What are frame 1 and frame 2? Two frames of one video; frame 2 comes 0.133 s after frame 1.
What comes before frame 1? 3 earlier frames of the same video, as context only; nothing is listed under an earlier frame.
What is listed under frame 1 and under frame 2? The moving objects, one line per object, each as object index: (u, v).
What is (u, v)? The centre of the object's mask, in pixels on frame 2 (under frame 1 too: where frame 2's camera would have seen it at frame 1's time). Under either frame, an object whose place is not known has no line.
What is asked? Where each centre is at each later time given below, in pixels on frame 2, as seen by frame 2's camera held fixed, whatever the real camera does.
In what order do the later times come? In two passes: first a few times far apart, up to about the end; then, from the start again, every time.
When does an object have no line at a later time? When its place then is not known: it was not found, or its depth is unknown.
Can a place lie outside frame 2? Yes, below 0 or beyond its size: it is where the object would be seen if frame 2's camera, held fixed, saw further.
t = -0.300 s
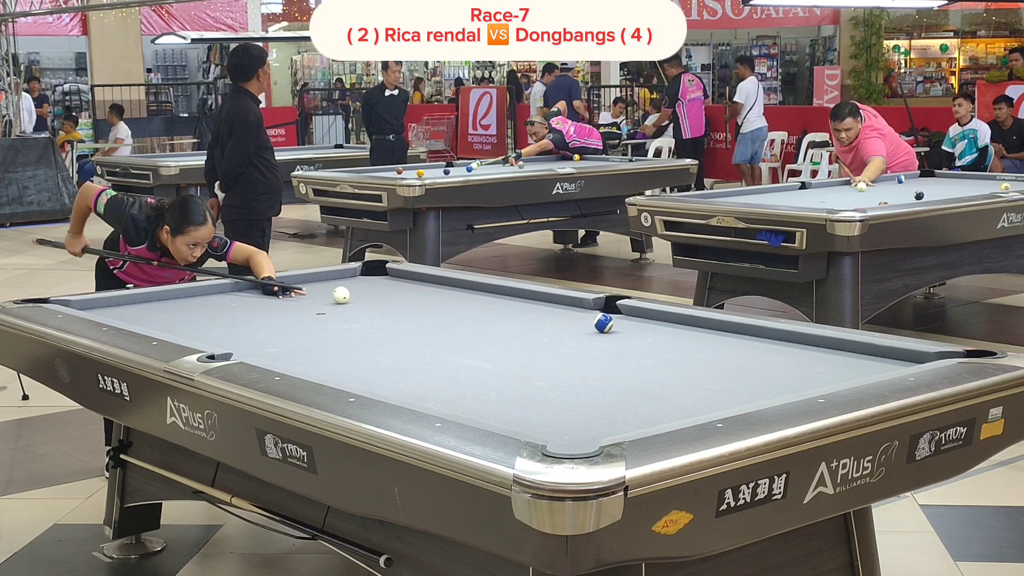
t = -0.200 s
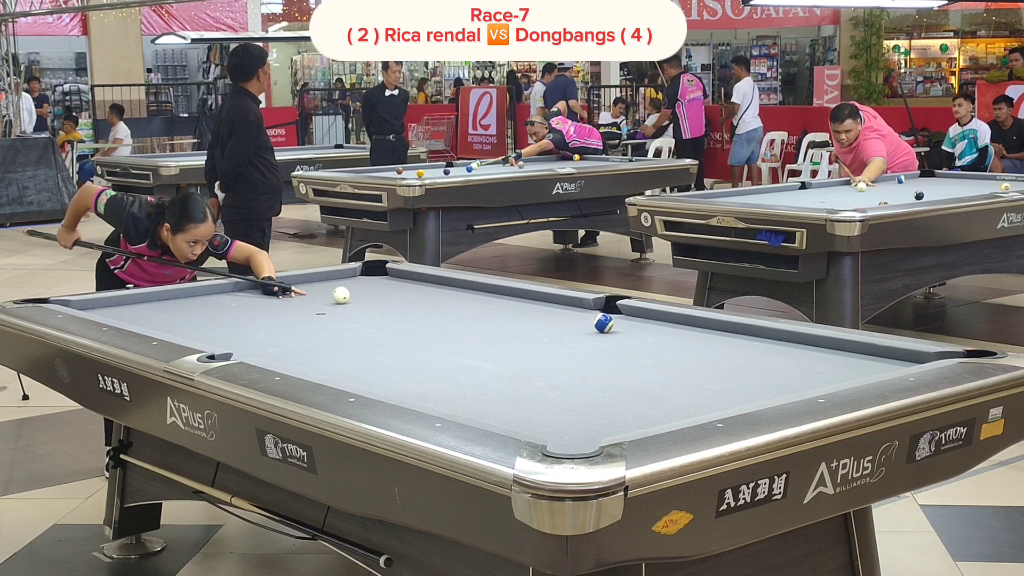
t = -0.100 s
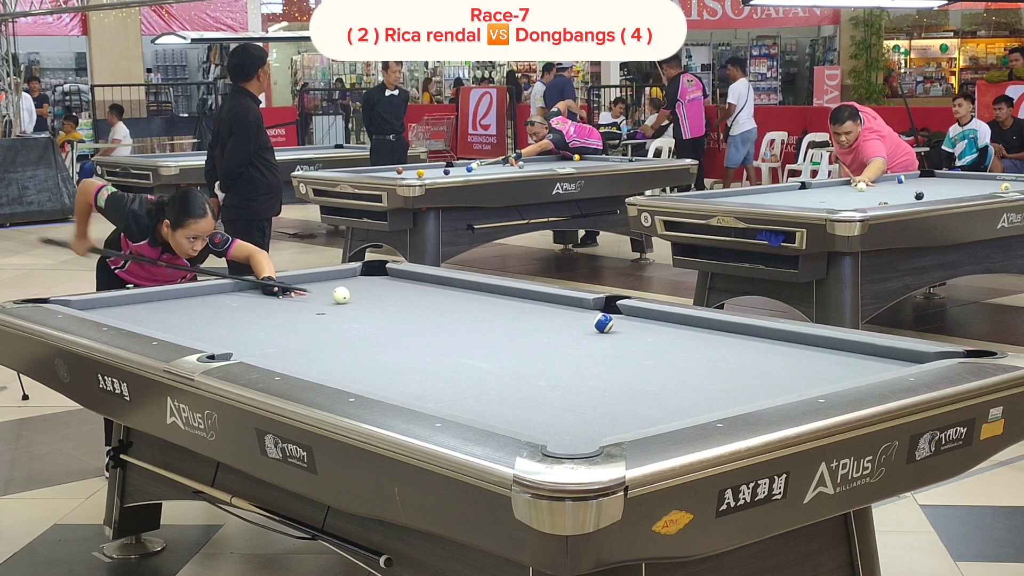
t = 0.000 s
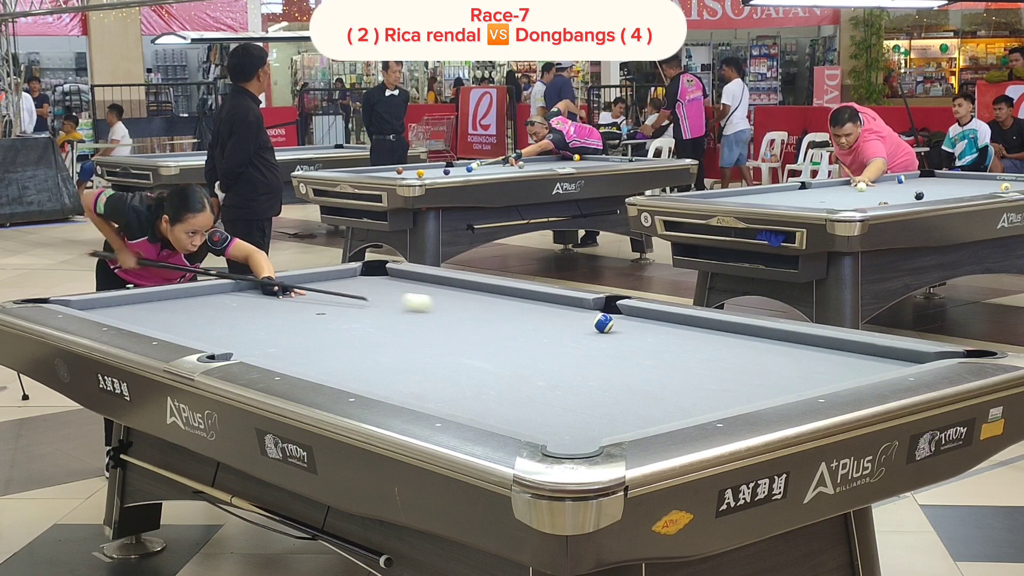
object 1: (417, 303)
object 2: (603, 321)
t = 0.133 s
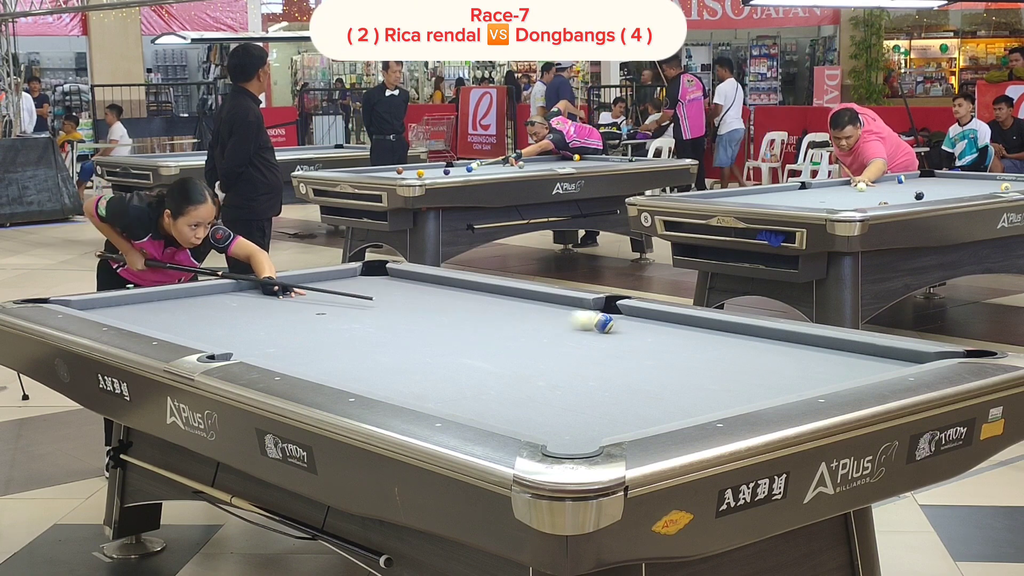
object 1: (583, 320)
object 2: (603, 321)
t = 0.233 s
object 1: (601, 319)
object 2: (730, 338)
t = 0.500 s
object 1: (658, 320)
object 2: (857, 352)
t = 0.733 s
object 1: (693, 323)
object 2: (726, 349)
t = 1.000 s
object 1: (705, 329)
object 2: (608, 342)
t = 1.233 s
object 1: (714, 334)
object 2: (512, 337)
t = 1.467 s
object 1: (722, 339)
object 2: (423, 333)
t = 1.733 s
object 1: (732, 345)
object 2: (328, 329)
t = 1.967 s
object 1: (740, 350)
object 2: (248, 325)
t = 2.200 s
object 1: (747, 355)
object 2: (176, 323)
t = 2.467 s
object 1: (755, 360)
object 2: (111, 314)
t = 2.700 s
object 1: (761, 364)
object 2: (111, 310)
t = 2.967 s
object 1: (768, 369)
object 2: (111, 304)
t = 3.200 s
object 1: (774, 372)
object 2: (117, 301)
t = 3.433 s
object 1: (779, 375)
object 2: (130, 302)
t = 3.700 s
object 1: (785, 378)
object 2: (142, 304)
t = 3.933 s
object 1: (790, 381)
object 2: (153, 305)
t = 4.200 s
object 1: (795, 383)
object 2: (165, 306)
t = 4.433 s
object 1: (798, 383)
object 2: (173, 306)
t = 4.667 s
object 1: (801, 384)
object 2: (182, 307)
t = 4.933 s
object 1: (803, 384)
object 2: (190, 308)
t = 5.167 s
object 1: (804, 384)
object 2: (195, 308)
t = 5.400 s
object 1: (804, 384)
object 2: (200, 308)
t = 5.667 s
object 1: (804, 384)
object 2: (204, 309)
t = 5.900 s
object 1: (804, 384)
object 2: (206, 309)
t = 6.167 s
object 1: (804, 384)
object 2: (207, 309)
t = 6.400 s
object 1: (804, 384)
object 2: (207, 309)
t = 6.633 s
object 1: (804, 384)
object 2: (207, 309)
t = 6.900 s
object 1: (804, 384)
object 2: (207, 309)
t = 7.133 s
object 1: (804, 384)
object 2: (207, 309)
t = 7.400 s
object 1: (804, 384)
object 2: (207, 309)
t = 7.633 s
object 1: (804, 384)
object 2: (207, 309)
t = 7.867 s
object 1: (804, 384)
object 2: (207, 309)
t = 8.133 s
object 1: (804, 384)
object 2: (207, 309)
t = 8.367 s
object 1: (804, 384)
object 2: (207, 309)
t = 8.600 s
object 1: (804, 384)
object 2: (207, 309)
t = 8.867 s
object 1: (804, 384)
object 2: (207, 309)
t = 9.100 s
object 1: (804, 384)
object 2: (207, 309)
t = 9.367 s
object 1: (804, 384)
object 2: (207, 309)
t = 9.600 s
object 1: (804, 384)
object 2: (207, 309)
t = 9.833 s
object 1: (804, 384)
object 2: (207, 309)
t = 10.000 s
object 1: (804, 384)
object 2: (207, 309)
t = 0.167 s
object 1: (593, 319)
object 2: (641, 328)
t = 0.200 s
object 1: (597, 320)
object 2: (686, 332)
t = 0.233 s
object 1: (601, 319)
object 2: (730, 338)
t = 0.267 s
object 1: (607, 319)
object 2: (775, 343)
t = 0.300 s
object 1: (613, 319)
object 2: (821, 350)
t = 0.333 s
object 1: (620, 319)
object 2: (870, 355)
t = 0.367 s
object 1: (627, 319)
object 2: (917, 358)
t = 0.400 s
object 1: (634, 319)
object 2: (923, 356)
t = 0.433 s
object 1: (642, 319)
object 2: (907, 356)
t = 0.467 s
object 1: (650, 320)
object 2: (878, 354)
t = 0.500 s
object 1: (658, 320)
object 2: (857, 352)
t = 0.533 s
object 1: (666, 320)
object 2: (835, 352)
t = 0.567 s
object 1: (674, 320)
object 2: (813, 351)
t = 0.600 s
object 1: (682, 320)
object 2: (795, 350)
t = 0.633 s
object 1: (689, 320)
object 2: (775, 349)
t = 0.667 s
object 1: (691, 321)
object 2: (759, 349)
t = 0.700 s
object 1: (692, 322)
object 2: (742, 348)
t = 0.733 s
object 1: (693, 323)
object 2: (726, 349)
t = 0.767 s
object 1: (695, 324)
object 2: (710, 347)
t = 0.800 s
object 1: (696, 325)
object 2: (696, 346)
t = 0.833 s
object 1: (698, 325)
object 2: (681, 345)
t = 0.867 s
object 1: (699, 326)
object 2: (666, 345)
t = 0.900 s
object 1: (700, 326)
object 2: (651, 344)
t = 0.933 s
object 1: (702, 327)
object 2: (638, 343)
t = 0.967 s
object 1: (703, 328)
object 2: (622, 343)
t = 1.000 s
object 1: (705, 329)
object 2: (608, 342)
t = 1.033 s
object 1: (706, 330)
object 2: (594, 341)
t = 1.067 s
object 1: (707, 330)
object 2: (580, 341)
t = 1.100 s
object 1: (709, 331)
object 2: (567, 340)
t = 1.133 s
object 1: (710, 332)
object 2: (553, 339)
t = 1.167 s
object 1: (711, 333)
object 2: (540, 339)
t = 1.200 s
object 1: (713, 334)
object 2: (526, 338)
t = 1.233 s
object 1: (714, 334)
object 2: (512, 337)
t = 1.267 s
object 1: (715, 335)
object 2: (500, 337)
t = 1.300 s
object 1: (716, 336)
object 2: (486, 337)
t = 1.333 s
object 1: (718, 337)
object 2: (473, 336)
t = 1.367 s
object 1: (719, 337)
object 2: (460, 335)
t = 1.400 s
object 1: (720, 338)
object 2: (448, 335)
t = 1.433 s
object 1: (721, 338)
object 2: (435, 334)
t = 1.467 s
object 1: (722, 339)
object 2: (423, 333)
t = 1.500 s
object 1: (724, 340)
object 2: (411, 333)
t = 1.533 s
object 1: (725, 341)
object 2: (398, 332)
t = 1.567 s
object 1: (726, 342)
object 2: (386, 332)
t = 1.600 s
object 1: (727, 342)
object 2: (374, 331)
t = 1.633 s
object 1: (729, 343)
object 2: (362, 330)
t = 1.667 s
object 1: (730, 344)
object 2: (350, 330)
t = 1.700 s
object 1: (731, 344)
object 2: (339, 329)
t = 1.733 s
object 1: (732, 345)
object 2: (328, 329)
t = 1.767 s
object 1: (733, 346)
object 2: (315, 329)
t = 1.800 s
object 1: (734, 347)
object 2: (304, 328)
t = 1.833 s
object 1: (735, 347)
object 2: (294, 328)
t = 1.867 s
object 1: (736, 348)
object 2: (282, 328)
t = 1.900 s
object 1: (738, 349)
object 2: (271, 326)
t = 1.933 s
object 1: (739, 349)
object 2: (260, 326)
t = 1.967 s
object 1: (740, 350)
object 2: (248, 325)
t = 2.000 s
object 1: (741, 351)
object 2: (238, 325)
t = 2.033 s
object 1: (742, 351)
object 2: (228, 326)
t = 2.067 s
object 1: (743, 352)
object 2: (217, 324)
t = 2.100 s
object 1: (744, 353)
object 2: (207, 323)
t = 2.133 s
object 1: (745, 353)
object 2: (196, 323)
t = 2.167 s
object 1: (746, 354)
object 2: (186, 323)
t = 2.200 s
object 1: (747, 355)
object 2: (176, 323)
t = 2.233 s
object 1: (748, 355)
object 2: (166, 322)
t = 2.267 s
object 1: (749, 356)
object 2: (156, 321)
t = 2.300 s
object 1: (750, 357)
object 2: (144, 320)
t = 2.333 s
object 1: (751, 357)
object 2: (136, 318)
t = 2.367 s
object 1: (752, 358)
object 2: (125, 317)
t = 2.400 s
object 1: (753, 359)
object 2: (117, 316)
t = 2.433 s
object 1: (754, 359)
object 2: (111, 315)
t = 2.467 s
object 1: (755, 360)
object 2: (111, 314)
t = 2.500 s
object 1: (756, 361)
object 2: (111, 314)
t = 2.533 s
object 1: (757, 361)
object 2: (111, 313)
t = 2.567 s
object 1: (758, 362)
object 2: (111, 313)
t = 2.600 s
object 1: (759, 362)
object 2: (111, 313)
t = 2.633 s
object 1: (760, 363)
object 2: (111, 312)
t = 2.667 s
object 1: (760, 363)
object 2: (111, 311)
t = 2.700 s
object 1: (761, 364)
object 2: (111, 310)
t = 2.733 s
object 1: (762, 364)
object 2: (111, 310)
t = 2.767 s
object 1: (763, 365)
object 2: (111, 309)
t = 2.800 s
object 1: (764, 366)
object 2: (111, 308)
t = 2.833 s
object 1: (765, 366)
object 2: (111, 307)
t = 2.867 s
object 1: (766, 367)
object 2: (111, 306)
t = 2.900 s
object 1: (766, 367)
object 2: (111, 305)
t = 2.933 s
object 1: (767, 368)
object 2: (111, 304)
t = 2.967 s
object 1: (768, 369)
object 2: (111, 304)
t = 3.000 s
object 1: (769, 369)
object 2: (111, 302)
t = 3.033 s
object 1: (770, 370)
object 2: (111, 301)
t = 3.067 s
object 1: (771, 370)
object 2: (110, 301)
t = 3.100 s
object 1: (771, 371)
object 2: (111, 300)
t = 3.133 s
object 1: (772, 371)
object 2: (114, 301)
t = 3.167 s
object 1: (773, 372)
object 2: (116, 301)
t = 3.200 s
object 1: (774, 372)
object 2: (117, 301)
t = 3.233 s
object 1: (775, 372)
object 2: (119, 301)
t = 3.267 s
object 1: (775, 373)
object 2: (121, 301)
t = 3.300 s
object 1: (776, 374)
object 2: (123, 301)
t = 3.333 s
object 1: (777, 374)
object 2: (125, 302)
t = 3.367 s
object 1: (778, 374)
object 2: (126, 302)
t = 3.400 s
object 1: (778, 375)
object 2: (128, 302)
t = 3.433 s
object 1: (779, 375)
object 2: (130, 302)
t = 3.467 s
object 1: (780, 376)
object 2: (131, 303)
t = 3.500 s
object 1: (781, 376)
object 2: (133, 303)
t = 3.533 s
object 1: (782, 376)
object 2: (135, 303)
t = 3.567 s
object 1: (782, 377)
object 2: (136, 303)
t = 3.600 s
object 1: (783, 377)
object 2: (138, 303)
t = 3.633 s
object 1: (784, 378)
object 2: (139, 304)
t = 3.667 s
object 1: (784, 378)
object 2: (141, 304)
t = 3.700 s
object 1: (785, 378)
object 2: (142, 304)
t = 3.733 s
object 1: (786, 379)
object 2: (143, 304)
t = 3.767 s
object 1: (787, 379)
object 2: (145, 304)
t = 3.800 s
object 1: (787, 380)
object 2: (147, 304)
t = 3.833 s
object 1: (788, 380)
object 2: (149, 304)
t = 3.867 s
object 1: (788, 380)
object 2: (150, 305)
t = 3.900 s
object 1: (789, 381)
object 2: (152, 305)
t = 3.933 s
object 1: (790, 381)
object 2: (153, 305)
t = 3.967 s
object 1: (790, 381)
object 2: (155, 305)
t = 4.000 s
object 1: (791, 381)
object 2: (156, 305)
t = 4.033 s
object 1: (791, 382)
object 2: (158, 305)
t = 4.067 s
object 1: (792, 382)
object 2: (159, 306)
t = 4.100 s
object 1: (793, 382)
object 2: (160, 305)
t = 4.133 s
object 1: (793, 382)
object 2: (162, 305)
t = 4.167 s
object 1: (794, 382)
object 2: (163, 305)
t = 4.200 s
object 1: (795, 383)
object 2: (165, 306)
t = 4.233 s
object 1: (795, 383)
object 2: (166, 306)
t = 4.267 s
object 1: (796, 383)
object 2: (167, 306)
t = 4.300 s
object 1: (796, 383)
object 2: (168, 306)
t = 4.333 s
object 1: (797, 383)
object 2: (169, 306)
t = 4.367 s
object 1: (797, 383)
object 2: (171, 306)
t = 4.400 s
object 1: (798, 383)
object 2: (172, 306)
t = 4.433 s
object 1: (798, 383)
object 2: (173, 306)
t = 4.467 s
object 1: (799, 383)
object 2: (175, 307)
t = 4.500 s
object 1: (799, 383)
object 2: (176, 307)
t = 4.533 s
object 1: (800, 383)
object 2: (177, 307)
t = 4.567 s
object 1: (800, 383)
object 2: (178, 307)
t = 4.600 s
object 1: (800, 383)
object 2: (179, 307)
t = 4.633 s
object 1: (801, 384)
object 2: (181, 307)
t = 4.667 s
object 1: (801, 384)
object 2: (182, 307)
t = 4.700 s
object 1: (801, 384)
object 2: (183, 308)
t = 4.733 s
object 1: (802, 384)
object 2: (184, 307)
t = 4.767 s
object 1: (802, 384)
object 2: (185, 308)
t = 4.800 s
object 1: (802, 384)
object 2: (186, 308)
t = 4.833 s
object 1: (803, 384)
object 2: (187, 308)
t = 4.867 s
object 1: (803, 384)
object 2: (187, 308)
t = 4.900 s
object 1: (803, 384)
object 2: (189, 308)
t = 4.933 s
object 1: (803, 384)
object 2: (190, 308)
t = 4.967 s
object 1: (803, 384)
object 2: (190, 308)
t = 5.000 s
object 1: (804, 384)
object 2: (191, 308)
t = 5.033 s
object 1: (804, 384)
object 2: (192, 308)
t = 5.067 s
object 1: (804, 384)
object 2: (193, 308)
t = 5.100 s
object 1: (804, 384)
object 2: (194, 308)
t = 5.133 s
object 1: (804, 384)
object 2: (195, 308)
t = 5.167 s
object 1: (804, 384)
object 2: (195, 308)
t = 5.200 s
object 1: (804, 384)
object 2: (196, 308)
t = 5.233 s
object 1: (804, 384)
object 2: (197, 308)
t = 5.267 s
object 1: (805, 384)
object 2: (198, 308)
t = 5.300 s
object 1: (805, 384)
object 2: (198, 308)
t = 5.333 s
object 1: (805, 384)
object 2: (199, 308)
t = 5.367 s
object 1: (805, 384)
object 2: (200, 308)
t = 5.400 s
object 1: (804, 384)
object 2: (200, 308)
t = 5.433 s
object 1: (804, 384)
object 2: (201, 308)
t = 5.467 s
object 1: (804, 384)
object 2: (201, 308)
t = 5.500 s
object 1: (804, 384)
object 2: (202, 308)
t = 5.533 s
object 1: (804, 384)
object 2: (203, 308)
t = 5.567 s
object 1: (804, 384)
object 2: (203, 308)
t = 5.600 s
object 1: (804, 384)
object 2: (203, 309)
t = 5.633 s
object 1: (804, 384)
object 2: (204, 309)
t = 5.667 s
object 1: (804, 384)
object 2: (204, 309)
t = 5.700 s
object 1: (804, 384)
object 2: (205, 309)
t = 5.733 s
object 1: (804, 384)
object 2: (205, 309)
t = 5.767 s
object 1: (804, 384)
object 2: (205, 309)
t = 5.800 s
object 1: (804, 384)
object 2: (206, 309)
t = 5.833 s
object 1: (804, 384)
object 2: (206, 309)
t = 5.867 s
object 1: (804, 384)
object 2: (206, 309)
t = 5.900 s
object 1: (804, 384)
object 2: (206, 309)
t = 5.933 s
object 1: (804, 384)
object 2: (206, 309)
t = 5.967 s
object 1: (804, 384)
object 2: (207, 309)
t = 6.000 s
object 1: (804, 384)
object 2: (207, 309)
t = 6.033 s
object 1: (804, 384)
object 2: (207, 309)
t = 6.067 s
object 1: (804, 384)
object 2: (207, 309)
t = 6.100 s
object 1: (804, 384)
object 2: (207, 309)
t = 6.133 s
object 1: (804, 384)
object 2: (207, 309)
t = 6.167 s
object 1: (804, 384)
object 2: (207, 309)
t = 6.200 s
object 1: (804, 384)
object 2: (207, 309)
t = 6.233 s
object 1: (804, 384)
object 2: (207, 309)
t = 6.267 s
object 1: (804, 384)
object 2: (207, 309)
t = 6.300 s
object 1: (804, 384)
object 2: (207, 309)
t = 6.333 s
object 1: (804, 384)
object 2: (207, 309)
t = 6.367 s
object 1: (804, 384)
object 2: (207, 309)
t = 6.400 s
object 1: (804, 384)
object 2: (207, 309)
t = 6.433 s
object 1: (804, 384)
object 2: (207, 309)
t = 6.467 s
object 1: (804, 384)
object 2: (207, 309)
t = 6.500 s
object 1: (804, 384)
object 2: (207, 309)
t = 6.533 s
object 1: (804, 384)
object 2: (207, 309)
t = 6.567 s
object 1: (804, 384)
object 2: (207, 309)
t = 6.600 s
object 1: (804, 384)
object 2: (207, 309)
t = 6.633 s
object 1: (804, 384)
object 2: (207, 309)
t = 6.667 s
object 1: (804, 384)
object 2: (207, 309)
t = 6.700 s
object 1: (804, 384)
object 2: (207, 309)
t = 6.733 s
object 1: (804, 384)
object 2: (207, 309)
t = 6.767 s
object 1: (804, 384)
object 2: (208, 309)
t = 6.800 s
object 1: (804, 384)
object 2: (207, 309)
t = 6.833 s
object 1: (804, 384)
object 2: (207, 309)
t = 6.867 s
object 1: (804, 384)
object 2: (207, 309)
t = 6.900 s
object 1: (804, 384)
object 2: (207, 309)
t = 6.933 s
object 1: (804, 384)
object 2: (207, 309)
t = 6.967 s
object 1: (804, 384)
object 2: (207, 309)
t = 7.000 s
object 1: (804, 384)
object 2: (207, 309)
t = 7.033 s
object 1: (804, 384)
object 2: (207, 309)
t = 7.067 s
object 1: (804, 384)
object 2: (207, 309)
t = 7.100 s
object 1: (804, 384)
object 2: (207, 309)
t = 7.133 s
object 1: (804, 384)
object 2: (207, 309)
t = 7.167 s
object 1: (804, 384)
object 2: (207, 309)
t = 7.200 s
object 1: (804, 384)
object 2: (207, 309)
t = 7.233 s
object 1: (804, 384)
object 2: (207, 309)
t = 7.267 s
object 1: (804, 384)
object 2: (207, 309)
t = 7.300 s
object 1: (804, 384)
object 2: (207, 309)
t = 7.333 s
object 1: (804, 384)
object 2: (207, 309)
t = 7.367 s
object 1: (804, 384)
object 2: (207, 309)
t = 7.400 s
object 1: (804, 384)
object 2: (207, 309)
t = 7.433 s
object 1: (804, 384)
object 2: (207, 309)
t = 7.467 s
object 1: (804, 384)
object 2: (207, 309)
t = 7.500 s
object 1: (804, 384)
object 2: (207, 309)
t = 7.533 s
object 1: (804, 384)
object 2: (207, 309)
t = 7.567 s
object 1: (804, 384)
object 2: (207, 309)
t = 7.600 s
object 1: (804, 384)
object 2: (207, 309)
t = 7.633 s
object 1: (804, 384)
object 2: (207, 309)
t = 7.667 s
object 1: (804, 384)
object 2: (207, 309)
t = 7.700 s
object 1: (804, 384)
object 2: (207, 309)
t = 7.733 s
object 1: (804, 384)
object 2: (207, 309)
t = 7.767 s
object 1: (804, 384)
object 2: (207, 309)
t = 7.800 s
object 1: (804, 384)
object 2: (207, 309)
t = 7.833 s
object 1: (804, 384)
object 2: (207, 309)
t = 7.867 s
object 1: (804, 384)
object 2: (207, 309)
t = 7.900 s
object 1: (804, 384)
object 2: (207, 309)
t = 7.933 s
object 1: (804, 384)
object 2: (207, 309)
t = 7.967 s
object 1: (804, 384)
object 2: (207, 309)
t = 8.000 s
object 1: (804, 384)
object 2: (207, 309)
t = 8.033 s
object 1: (804, 384)
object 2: (207, 309)
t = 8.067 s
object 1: (804, 384)
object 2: (207, 309)
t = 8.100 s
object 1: (804, 384)
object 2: (207, 309)
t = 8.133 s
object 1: (804, 384)
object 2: (207, 309)
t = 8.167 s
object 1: (804, 384)
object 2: (207, 309)
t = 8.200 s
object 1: (804, 384)
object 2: (207, 309)
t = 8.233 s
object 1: (804, 384)
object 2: (207, 309)
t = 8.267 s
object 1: (804, 384)
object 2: (207, 309)
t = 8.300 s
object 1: (804, 384)
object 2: (207, 309)
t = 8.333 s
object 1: (804, 384)
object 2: (207, 309)
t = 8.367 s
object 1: (804, 384)
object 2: (207, 309)
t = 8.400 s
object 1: (804, 384)
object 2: (207, 309)
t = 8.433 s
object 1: (804, 384)
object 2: (207, 309)
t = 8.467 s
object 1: (804, 384)
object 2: (207, 309)
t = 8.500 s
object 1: (803, 384)
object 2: (207, 309)
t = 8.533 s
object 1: (803, 384)
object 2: (207, 309)
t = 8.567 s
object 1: (804, 384)
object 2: (207, 309)
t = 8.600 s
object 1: (804, 384)
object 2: (207, 309)
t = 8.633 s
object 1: (804, 384)
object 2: (207, 309)
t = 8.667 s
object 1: (804, 384)
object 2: (207, 309)
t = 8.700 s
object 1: (804, 384)
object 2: (207, 309)
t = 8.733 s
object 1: (804, 384)
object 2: (207, 309)
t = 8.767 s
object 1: (804, 384)
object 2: (207, 309)
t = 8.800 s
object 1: (804, 384)
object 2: (207, 309)
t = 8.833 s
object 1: (804, 384)
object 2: (207, 309)
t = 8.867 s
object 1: (804, 384)
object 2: (207, 309)
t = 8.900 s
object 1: (804, 384)
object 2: (207, 309)
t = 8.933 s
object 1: (804, 384)
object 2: (207, 309)
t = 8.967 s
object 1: (804, 384)
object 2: (207, 309)
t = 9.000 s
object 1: (804, 384)
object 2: (207, 309)
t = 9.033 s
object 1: (804, 384)
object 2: (207, 309)
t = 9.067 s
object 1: (804, 384)
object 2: (207, 309)
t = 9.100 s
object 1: (804, 384)
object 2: (207, 309)
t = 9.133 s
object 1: (804, 384)
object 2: (207, 309)
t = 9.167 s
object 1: (804, 384)
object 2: (207, 309)
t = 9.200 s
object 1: (804, 384)
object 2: (207, 309)
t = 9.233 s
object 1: (804, 384)
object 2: (207, 309)
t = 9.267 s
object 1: (804, 384)
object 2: (207, 309)
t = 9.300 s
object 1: (804, 384)
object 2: (207, 309)
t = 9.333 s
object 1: (804, 384)
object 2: (207, 309)
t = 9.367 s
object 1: (804, 384)
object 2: (207, 309)
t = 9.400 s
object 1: (804, 384)
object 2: (207, 309)
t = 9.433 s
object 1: (804, 384)
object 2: (207, 309)
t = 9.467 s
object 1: (804, 384)
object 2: (207, 309)
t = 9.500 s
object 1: (804, 384)
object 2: (207, 309)
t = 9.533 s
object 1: (804, 384)
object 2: (207, 309)
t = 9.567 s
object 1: (804, 384)
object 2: (207, 309)
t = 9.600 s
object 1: (804, 384)
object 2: (207, 309)
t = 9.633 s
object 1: (804, 384)
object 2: (207, 309)
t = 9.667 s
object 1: (804, 384)
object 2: (207, 309)
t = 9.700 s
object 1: (804, 384)
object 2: (207, 309)
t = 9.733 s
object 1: (804, 384)
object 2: (207, 309)
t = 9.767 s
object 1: (804, 384)
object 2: (207, 309)
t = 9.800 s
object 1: (804, 384)
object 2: (207, 309)
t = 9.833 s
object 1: (804, 384)
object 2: (207, 309)
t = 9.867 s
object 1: (804, 384)
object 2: (207, 309)
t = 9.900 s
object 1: (804, 384)
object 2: (207, 309)
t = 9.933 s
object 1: (804, 384)
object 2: (207, 309)
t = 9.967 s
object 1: (804, 384)
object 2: (207, 309)
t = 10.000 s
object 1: (804, 384)
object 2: (207, 309)
